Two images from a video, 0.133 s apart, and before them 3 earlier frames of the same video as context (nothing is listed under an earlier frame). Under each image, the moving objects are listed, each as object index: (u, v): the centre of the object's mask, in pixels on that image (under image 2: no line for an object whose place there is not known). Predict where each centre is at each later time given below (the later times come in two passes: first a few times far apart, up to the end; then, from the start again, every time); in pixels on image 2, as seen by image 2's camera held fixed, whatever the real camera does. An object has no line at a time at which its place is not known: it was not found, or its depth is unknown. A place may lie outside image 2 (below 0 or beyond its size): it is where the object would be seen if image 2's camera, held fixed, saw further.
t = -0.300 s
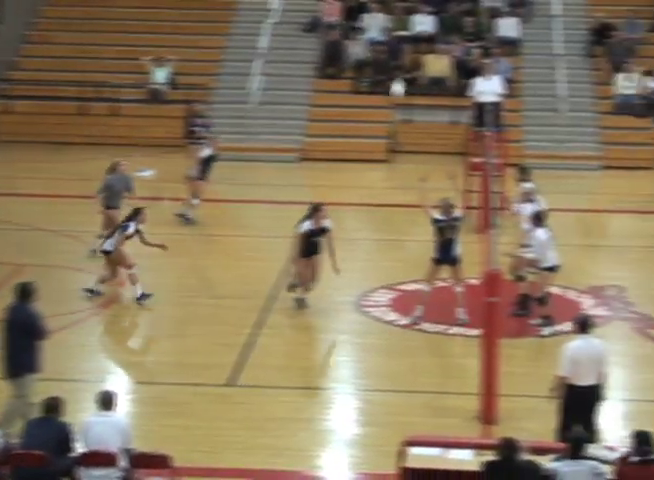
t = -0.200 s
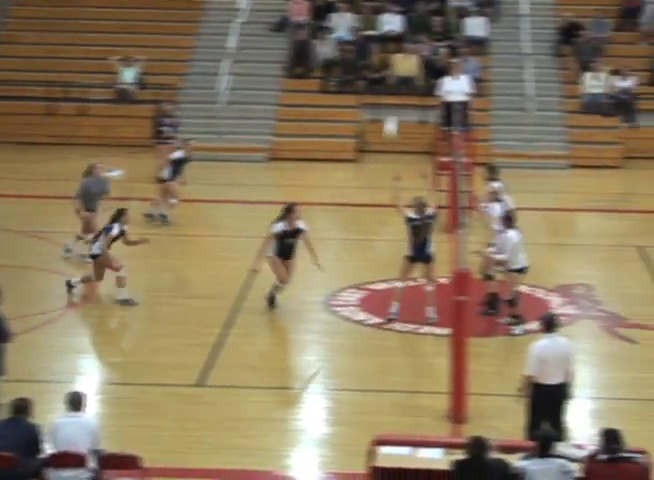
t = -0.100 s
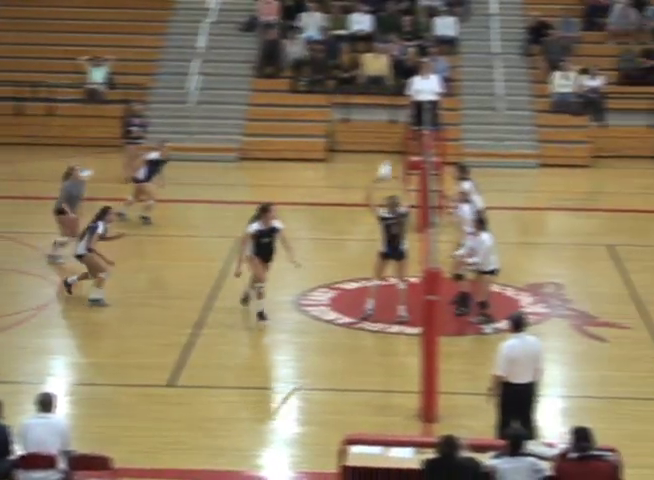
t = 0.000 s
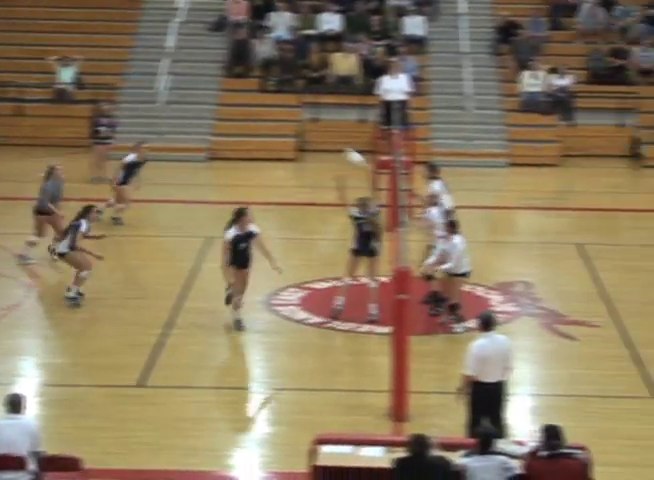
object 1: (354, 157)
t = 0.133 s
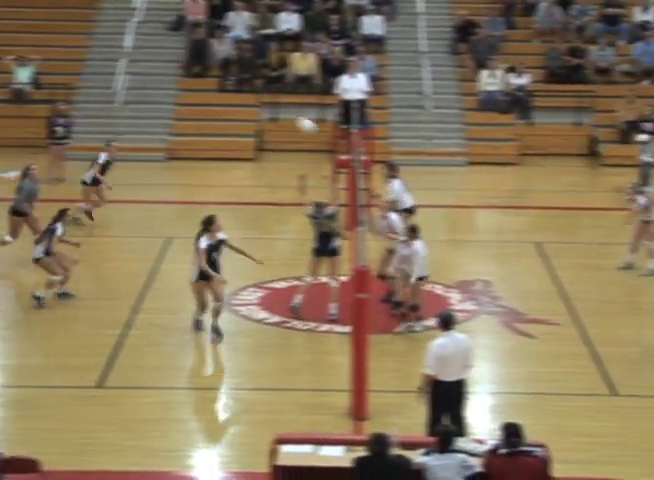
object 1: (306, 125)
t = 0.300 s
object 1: (294, 103)
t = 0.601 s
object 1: (277, 114)
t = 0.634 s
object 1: (275, 119)
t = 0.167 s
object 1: (304, 119)
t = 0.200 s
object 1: (301, 114)
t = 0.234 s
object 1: (298, 109)
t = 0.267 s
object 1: (296, 105)
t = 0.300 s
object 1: (294, 103)
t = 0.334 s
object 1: (292, 101)
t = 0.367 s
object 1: (290, 100)
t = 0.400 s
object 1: (288, 100)
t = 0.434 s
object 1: (286, 100)
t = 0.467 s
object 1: (284, 101)
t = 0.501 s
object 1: (282, 103)
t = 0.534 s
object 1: (281, 105)
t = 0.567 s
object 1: (279, 108)
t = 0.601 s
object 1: (277, 114)
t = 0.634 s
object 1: (275, 119)
